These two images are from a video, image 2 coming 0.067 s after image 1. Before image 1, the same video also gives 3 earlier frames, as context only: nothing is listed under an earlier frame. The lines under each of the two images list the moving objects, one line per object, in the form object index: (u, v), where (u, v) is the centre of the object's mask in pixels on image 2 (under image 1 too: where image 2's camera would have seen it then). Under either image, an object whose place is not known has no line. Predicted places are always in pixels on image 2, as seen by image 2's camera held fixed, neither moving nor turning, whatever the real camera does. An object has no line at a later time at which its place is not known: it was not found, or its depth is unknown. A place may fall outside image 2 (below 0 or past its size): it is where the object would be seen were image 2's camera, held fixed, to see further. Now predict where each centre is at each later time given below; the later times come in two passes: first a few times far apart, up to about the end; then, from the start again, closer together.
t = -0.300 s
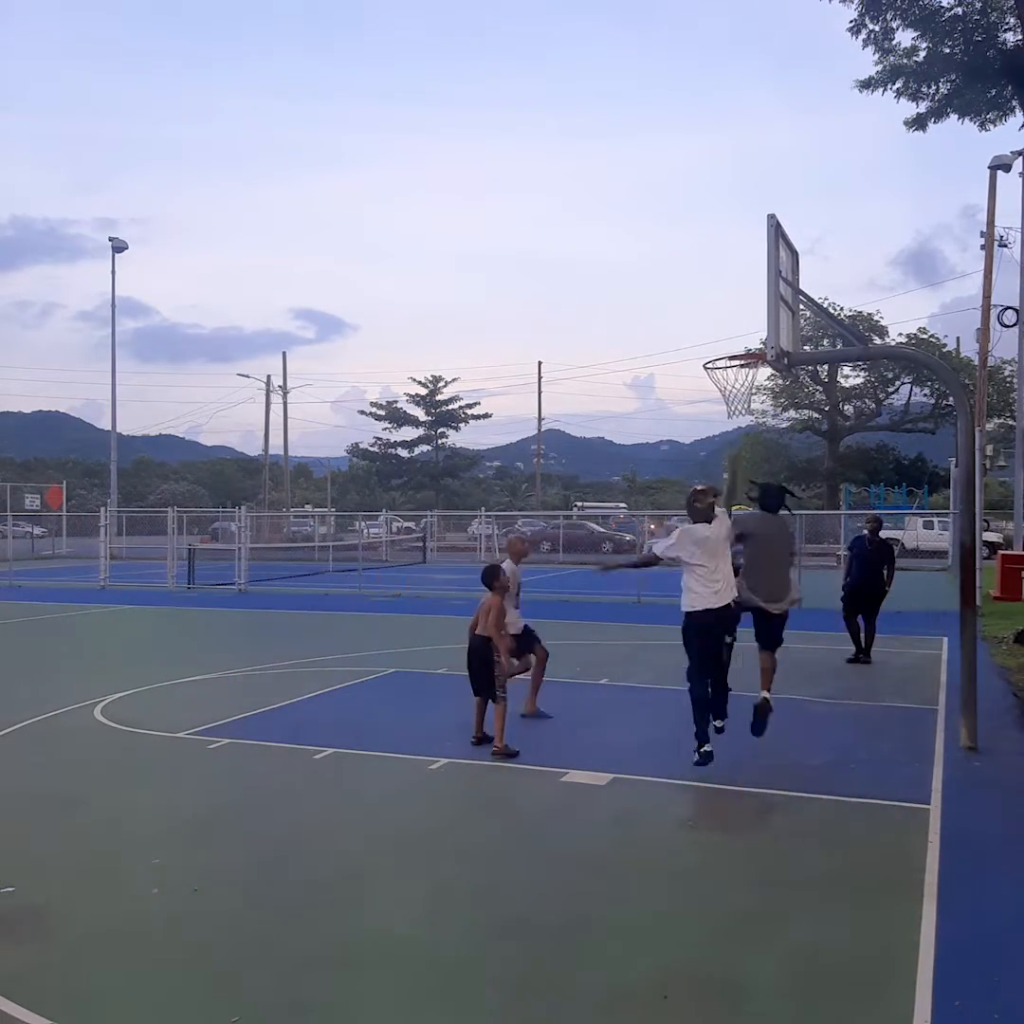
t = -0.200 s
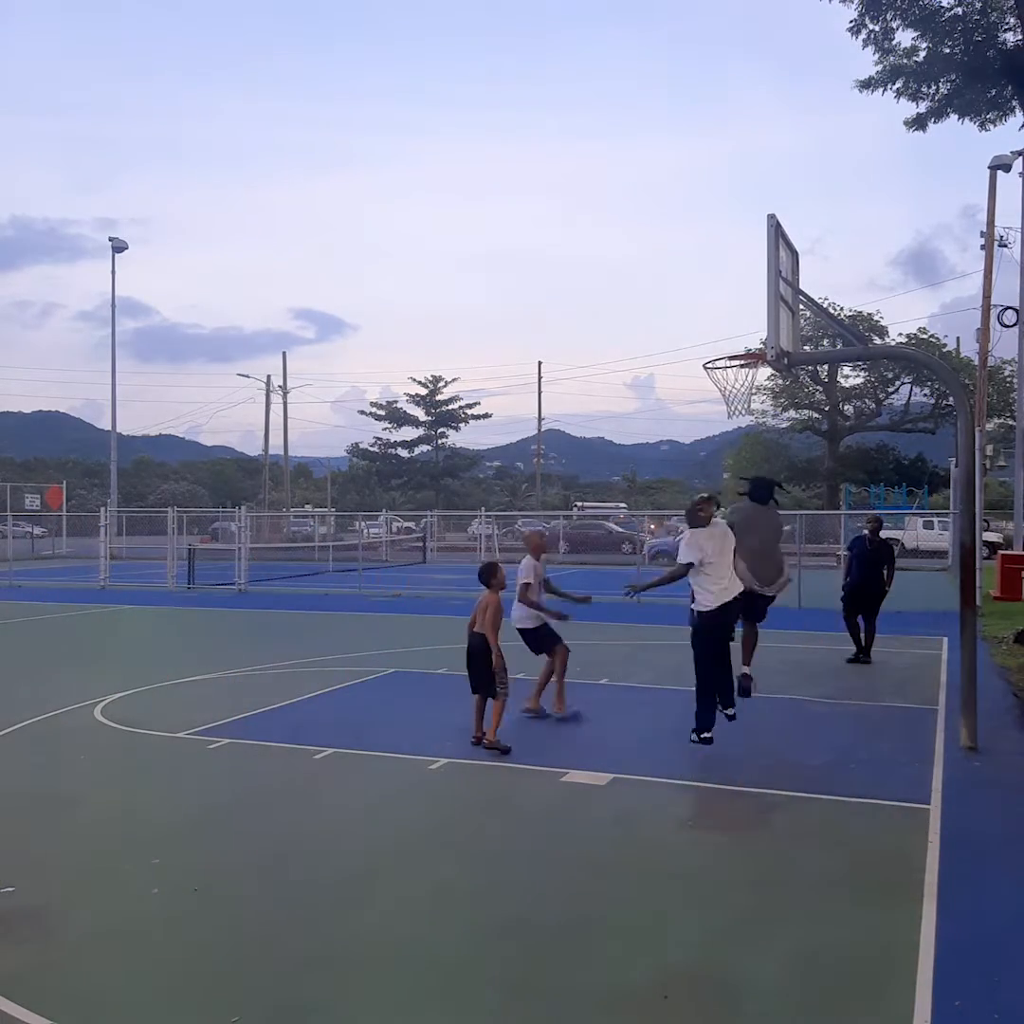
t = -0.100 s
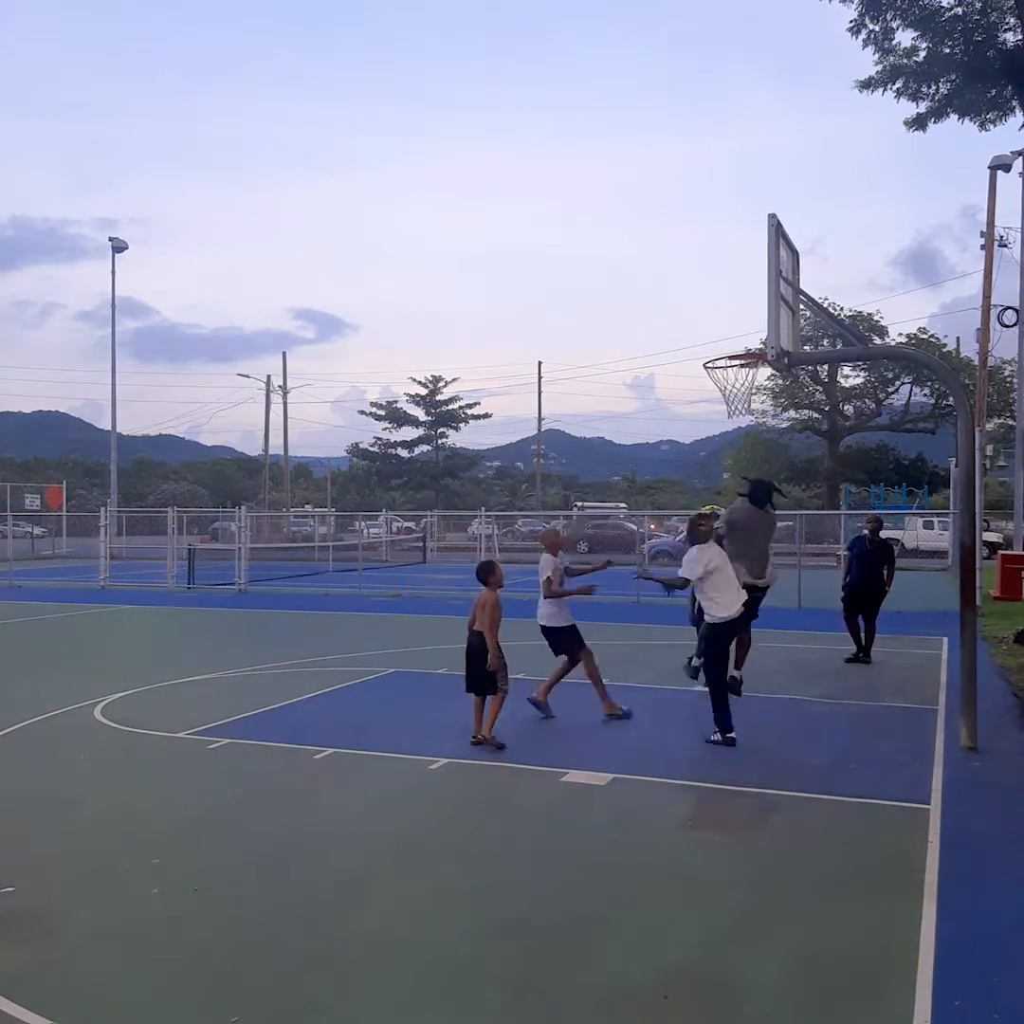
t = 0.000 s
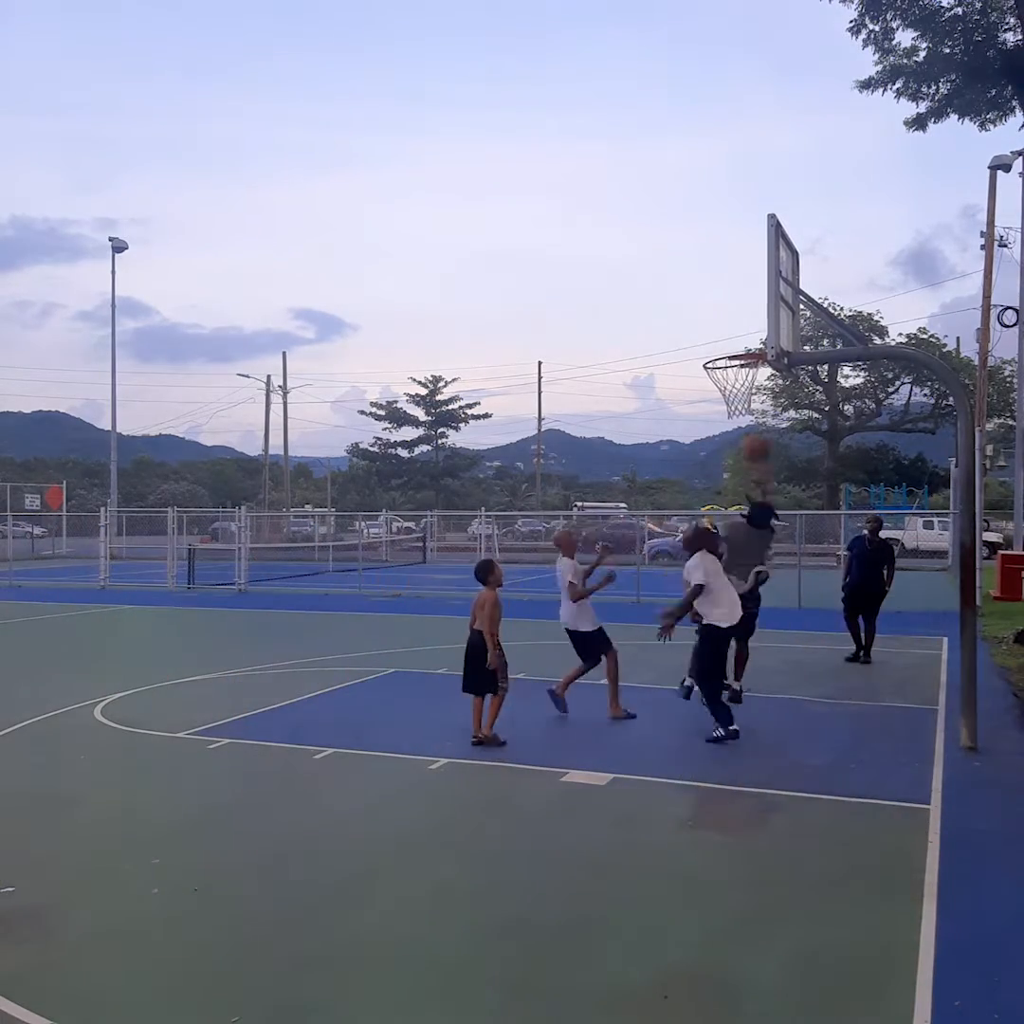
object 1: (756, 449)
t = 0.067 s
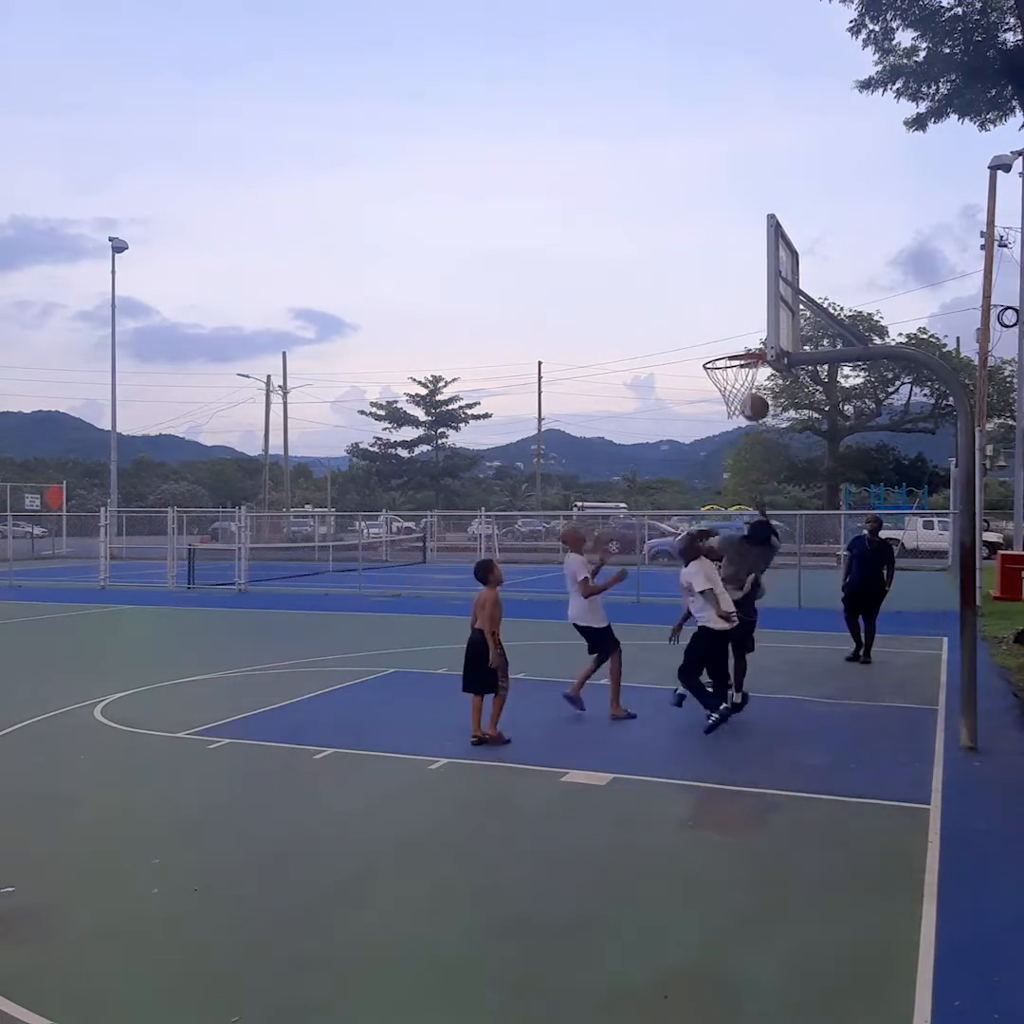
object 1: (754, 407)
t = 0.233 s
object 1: (750, 328)
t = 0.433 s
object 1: (744, 274)
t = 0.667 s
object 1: (738, 269)
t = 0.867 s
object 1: (732, 316)
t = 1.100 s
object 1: (729, 372)
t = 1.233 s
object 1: (729, 405)
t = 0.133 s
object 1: (752, 372)
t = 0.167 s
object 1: (750, 355)
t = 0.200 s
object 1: (751, 342)
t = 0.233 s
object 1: (750, 328)
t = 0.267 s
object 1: (749, 315)
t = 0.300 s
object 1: (748, 304)
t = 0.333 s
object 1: (747, 295)
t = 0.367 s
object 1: (746, 286)
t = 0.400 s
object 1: (745, 280)
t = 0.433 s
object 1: (744, 274)
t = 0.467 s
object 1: (744, 269)
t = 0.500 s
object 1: (743, 266)
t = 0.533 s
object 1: (742, 264)
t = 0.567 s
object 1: (741, 264)
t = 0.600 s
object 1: (740, 264)
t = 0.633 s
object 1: (739, 266)
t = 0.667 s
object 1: (738, 269)
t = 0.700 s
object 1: (737, 274)
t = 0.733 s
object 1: (736, 280)
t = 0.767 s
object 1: (735, 287)
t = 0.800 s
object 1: (734, 295)
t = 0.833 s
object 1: (733, 305)
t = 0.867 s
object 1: (732, 316)
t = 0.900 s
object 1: (731, 328)
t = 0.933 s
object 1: (730, 342)
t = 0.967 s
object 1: (729, 356)
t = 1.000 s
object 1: (729, 358)
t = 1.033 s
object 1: (729, 362)
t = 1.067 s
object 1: (729, 366)
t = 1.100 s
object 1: (729, 372)
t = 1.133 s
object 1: (729, 378)
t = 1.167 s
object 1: (728, 386)
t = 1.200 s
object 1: (729, 395)
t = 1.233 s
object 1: (729, 405)
